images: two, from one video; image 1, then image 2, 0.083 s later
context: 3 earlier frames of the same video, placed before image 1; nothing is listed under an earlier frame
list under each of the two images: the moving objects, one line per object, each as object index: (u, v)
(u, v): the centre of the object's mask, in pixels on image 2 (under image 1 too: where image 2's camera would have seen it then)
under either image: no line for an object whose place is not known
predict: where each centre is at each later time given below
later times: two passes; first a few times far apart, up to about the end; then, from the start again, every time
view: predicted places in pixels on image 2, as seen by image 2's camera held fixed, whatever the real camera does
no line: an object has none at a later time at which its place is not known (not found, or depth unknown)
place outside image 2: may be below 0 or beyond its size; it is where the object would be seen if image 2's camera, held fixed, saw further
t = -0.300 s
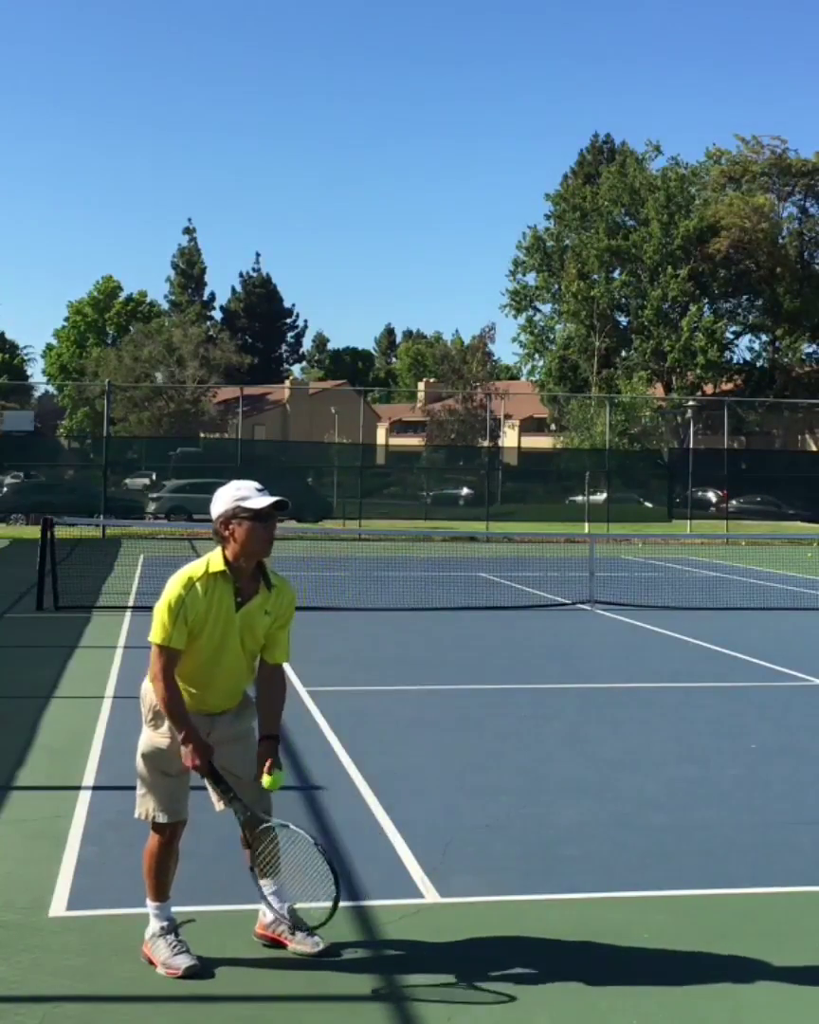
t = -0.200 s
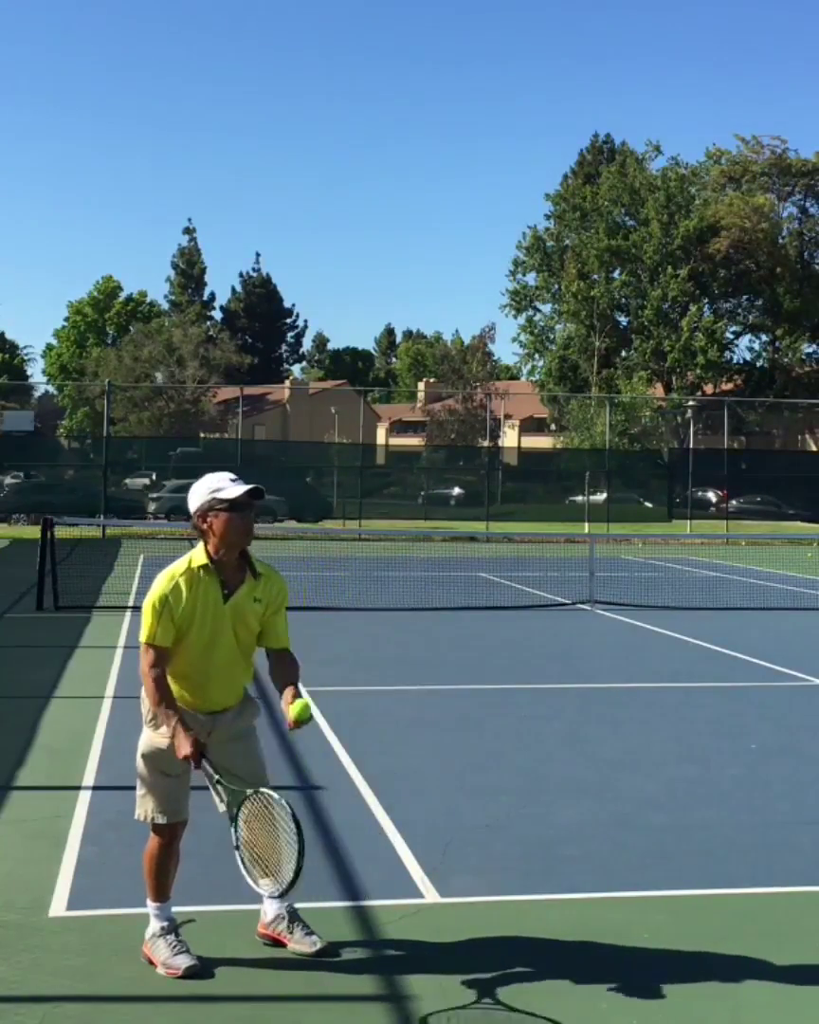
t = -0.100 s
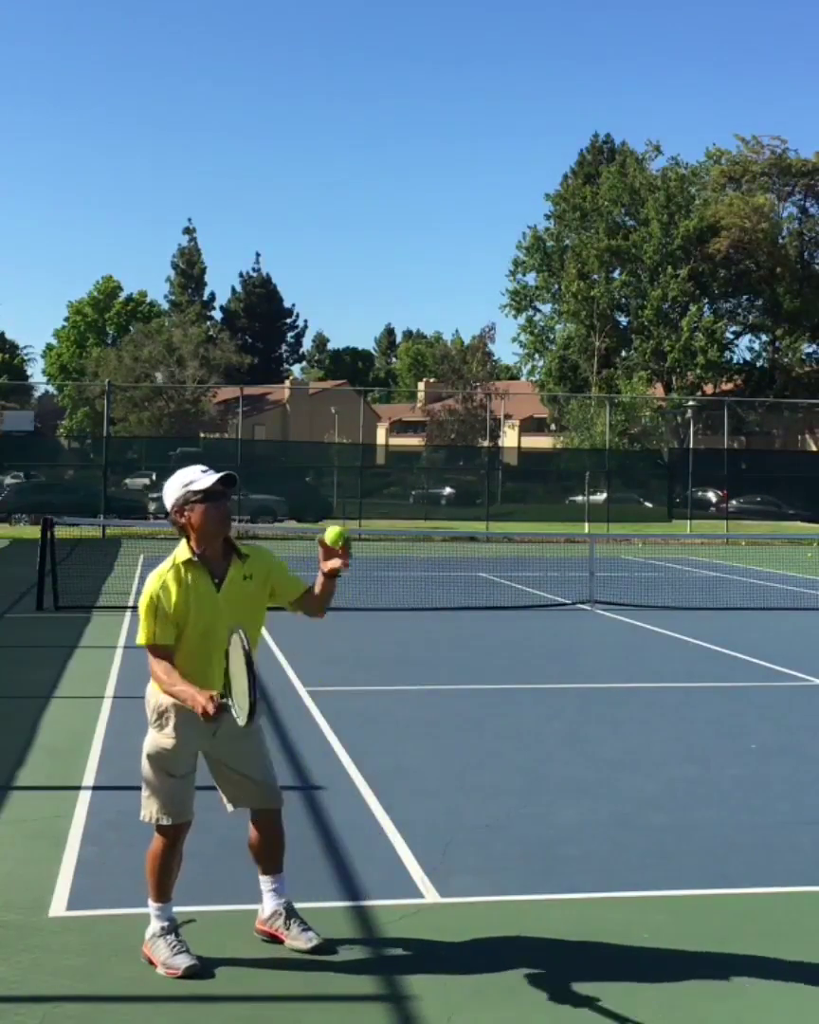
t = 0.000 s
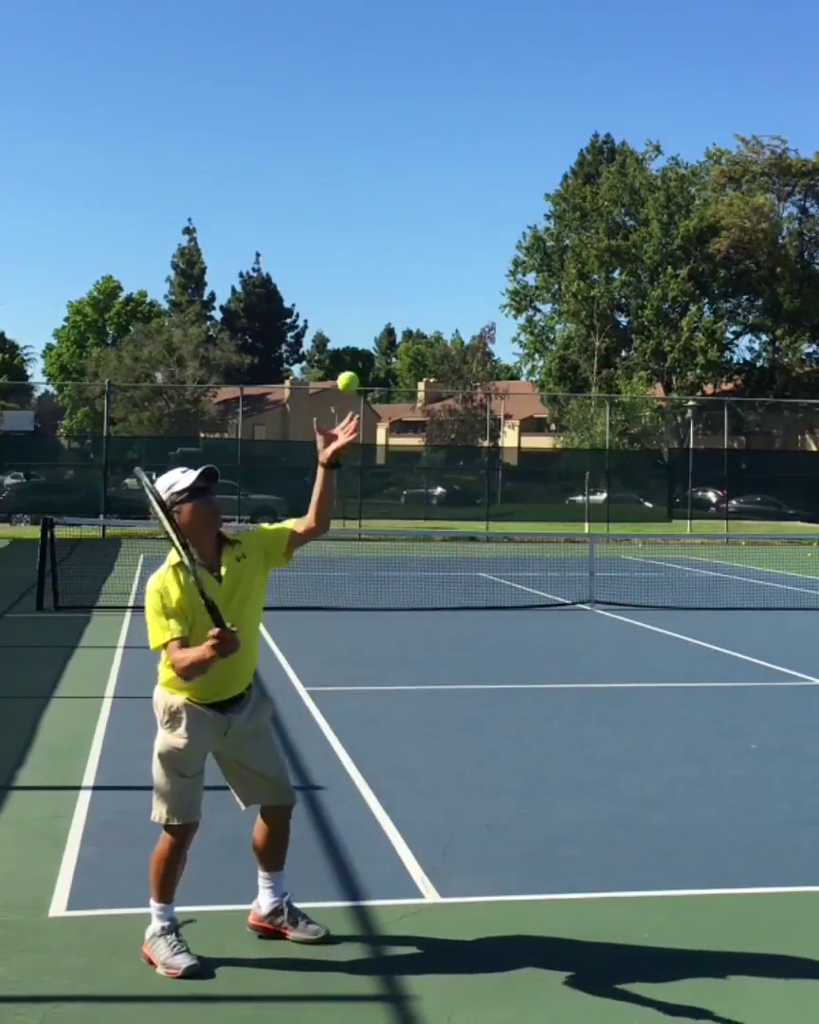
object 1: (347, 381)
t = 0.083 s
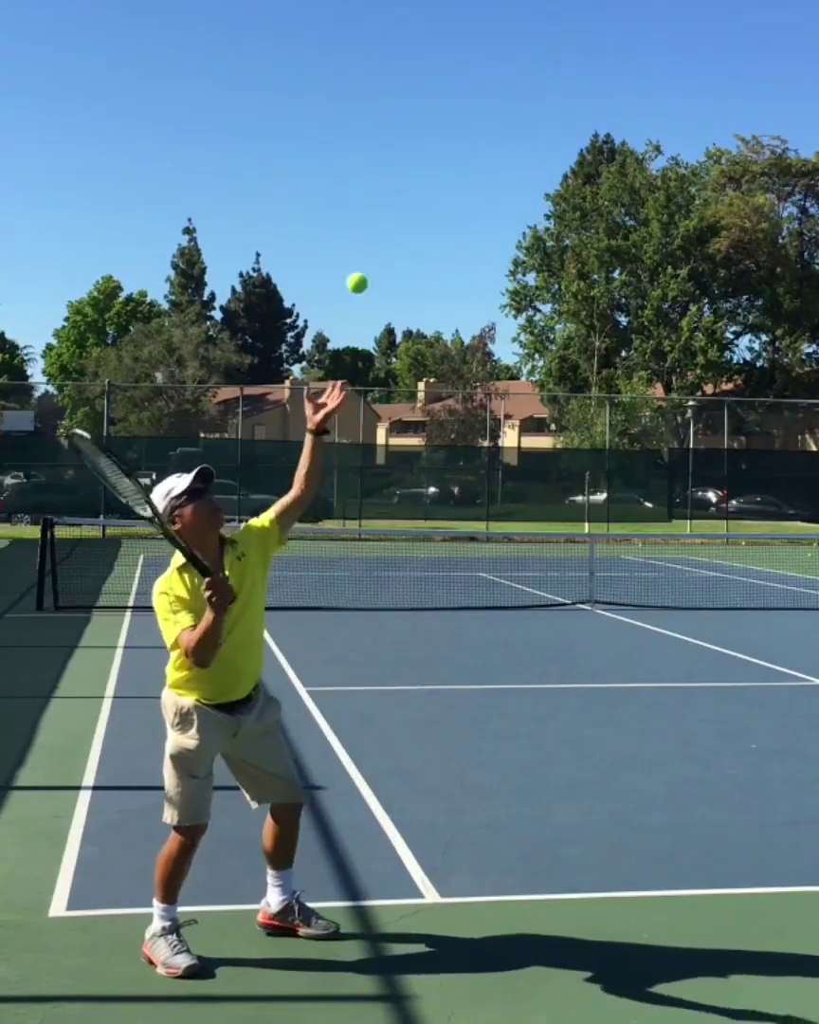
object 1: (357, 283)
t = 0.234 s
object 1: (371, 165)
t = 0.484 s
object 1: (390, 123)
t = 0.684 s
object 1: (401, 215)
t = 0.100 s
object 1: (359, 266)
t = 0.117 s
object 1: (360, 250)
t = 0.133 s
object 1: (361, 235)
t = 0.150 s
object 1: (363, 221)
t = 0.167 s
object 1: (365, 208)
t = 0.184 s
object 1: (367, 196)
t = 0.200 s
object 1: (368, 185)
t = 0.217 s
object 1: (370, 174)
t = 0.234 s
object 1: (371, 165)
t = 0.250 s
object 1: (373, 156)
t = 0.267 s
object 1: (374, 148)
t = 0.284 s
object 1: (376, 142)
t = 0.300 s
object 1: (377, 135)
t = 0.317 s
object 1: (378, 130)
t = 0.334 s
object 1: (380, 126)
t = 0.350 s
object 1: (381, 123)
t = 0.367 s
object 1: (382, 120)
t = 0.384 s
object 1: (383, 118)
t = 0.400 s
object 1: (385, 117)
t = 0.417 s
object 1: (386, 116)
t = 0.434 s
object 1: (387, 117)
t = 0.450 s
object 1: (388, 118)
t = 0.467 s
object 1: (389, 121)
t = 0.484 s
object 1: (390, 123)
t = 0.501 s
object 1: (391, 127)
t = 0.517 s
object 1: (392, 131)
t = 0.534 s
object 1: (393, 136)
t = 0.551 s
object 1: (395, 142)
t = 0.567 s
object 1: (396, 148)
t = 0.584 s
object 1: (396, 156)
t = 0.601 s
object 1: (397, 164)
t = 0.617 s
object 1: (398, 172)
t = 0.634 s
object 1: (399, 182)
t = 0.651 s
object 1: (400, 192)
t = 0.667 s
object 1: (401, 203)
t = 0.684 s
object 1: (401, 215)
